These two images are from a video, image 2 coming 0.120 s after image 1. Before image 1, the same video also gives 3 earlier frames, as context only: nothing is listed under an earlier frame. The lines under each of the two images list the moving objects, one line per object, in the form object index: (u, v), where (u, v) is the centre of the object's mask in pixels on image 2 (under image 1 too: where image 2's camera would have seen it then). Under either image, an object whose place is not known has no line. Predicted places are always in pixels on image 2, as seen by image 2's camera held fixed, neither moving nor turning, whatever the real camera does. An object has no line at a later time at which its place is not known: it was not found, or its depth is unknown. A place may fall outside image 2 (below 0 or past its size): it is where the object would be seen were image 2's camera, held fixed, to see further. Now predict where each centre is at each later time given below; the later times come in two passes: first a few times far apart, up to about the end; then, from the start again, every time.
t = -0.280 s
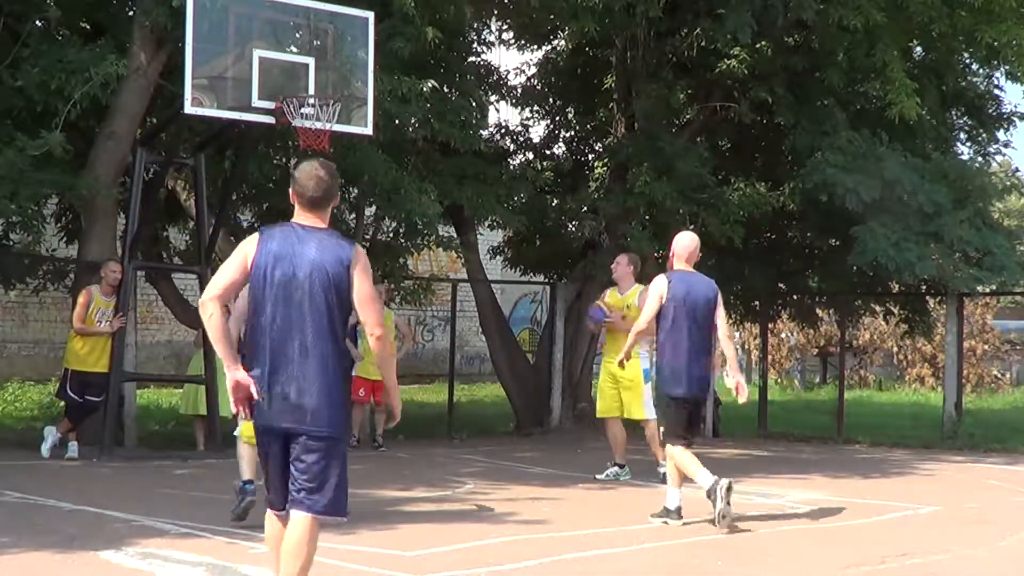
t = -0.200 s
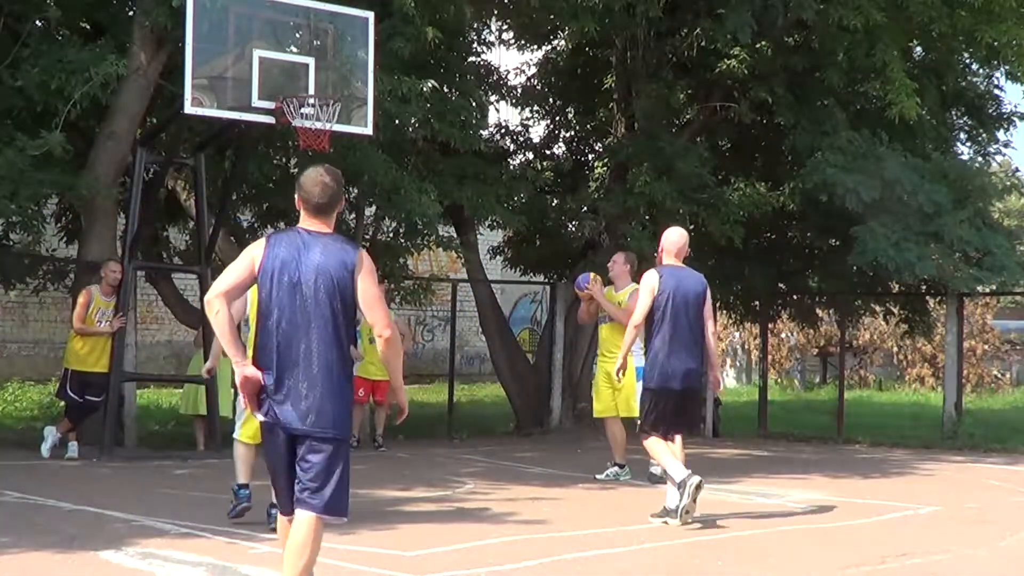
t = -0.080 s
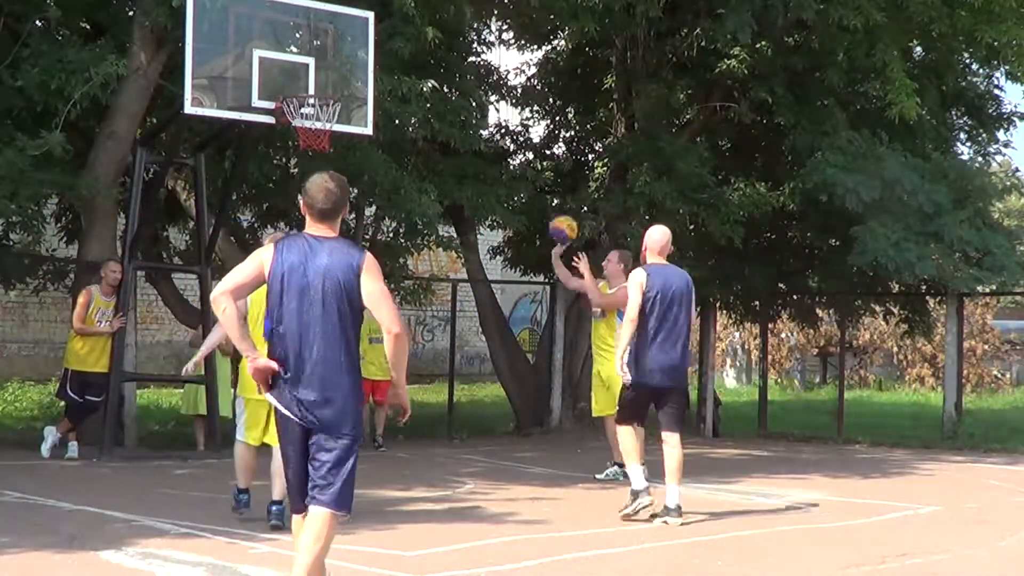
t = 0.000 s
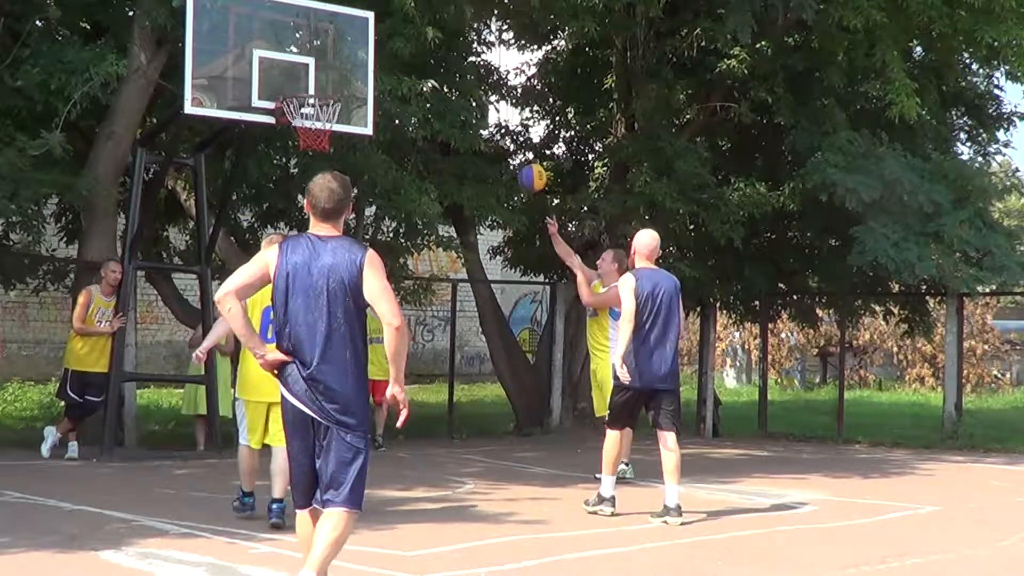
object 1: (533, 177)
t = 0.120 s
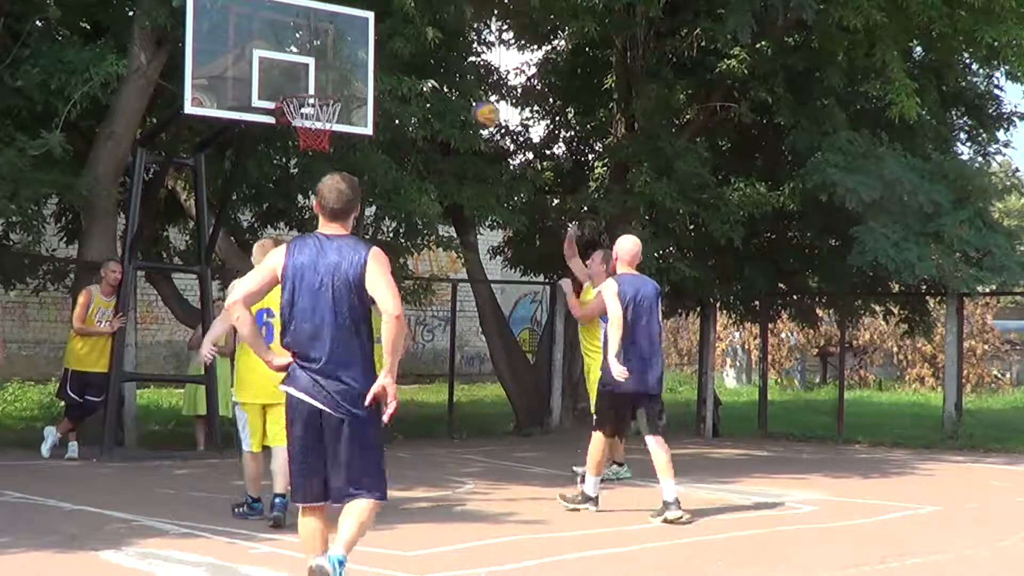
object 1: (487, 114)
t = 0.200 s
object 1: (456, 80)
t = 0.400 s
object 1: (379, 28)
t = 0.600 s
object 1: (326, 21)
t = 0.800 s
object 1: (315, 61)
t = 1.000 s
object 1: (314, 99)
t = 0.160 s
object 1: (472, 95)
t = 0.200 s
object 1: (456, 80)
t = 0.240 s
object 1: (441, 67)
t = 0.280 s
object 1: (424, 55)
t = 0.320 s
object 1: (408, 45)
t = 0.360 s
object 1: (392, 34)
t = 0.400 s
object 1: (379, 28)
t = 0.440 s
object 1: (360, 28)
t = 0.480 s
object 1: (349, 24)
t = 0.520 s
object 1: (335, 24)
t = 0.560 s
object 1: (329, 22)
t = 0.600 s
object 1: (326, 21)
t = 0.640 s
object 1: (327, 28)
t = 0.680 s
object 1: (326, 33)
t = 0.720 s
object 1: (326, 39)
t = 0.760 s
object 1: (321, 51)
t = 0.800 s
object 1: (315, 61)
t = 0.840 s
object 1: (321, 75)
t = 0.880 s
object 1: (320, 85)
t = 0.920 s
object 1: (322, 90)
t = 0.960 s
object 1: (315, 96)
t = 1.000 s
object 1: (314, 99)
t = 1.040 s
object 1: (315, 113)
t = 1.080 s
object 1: (310, 131)
